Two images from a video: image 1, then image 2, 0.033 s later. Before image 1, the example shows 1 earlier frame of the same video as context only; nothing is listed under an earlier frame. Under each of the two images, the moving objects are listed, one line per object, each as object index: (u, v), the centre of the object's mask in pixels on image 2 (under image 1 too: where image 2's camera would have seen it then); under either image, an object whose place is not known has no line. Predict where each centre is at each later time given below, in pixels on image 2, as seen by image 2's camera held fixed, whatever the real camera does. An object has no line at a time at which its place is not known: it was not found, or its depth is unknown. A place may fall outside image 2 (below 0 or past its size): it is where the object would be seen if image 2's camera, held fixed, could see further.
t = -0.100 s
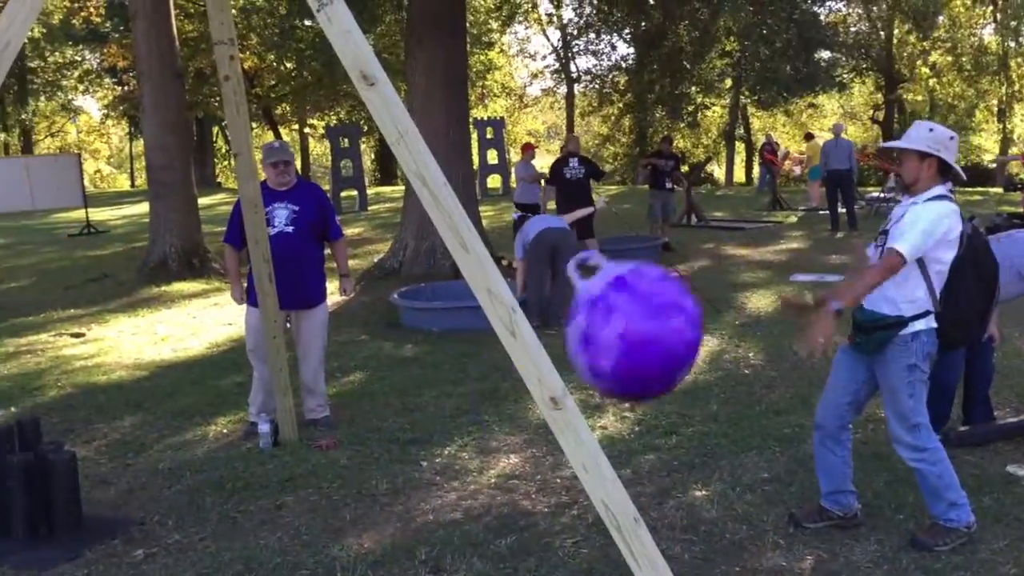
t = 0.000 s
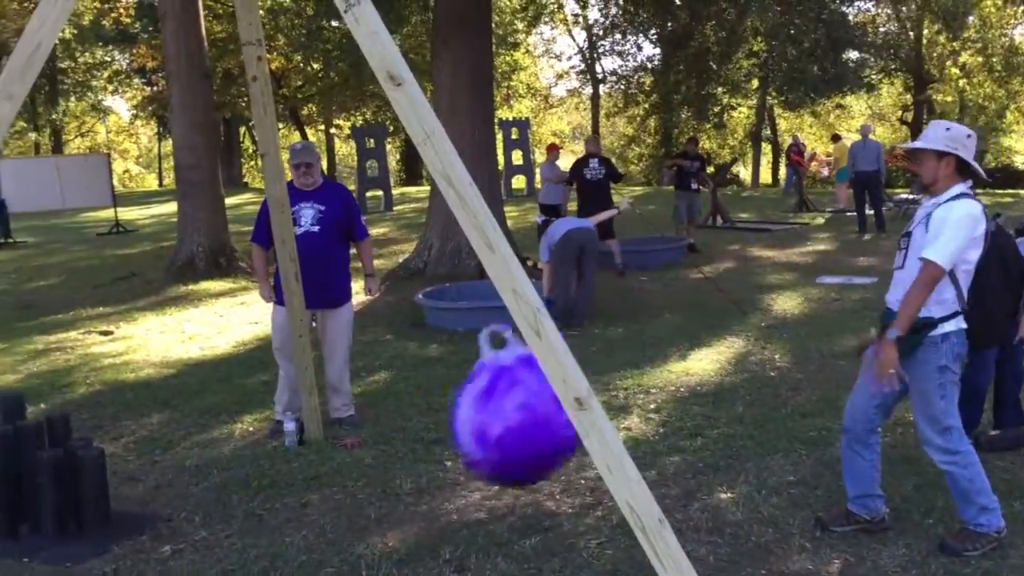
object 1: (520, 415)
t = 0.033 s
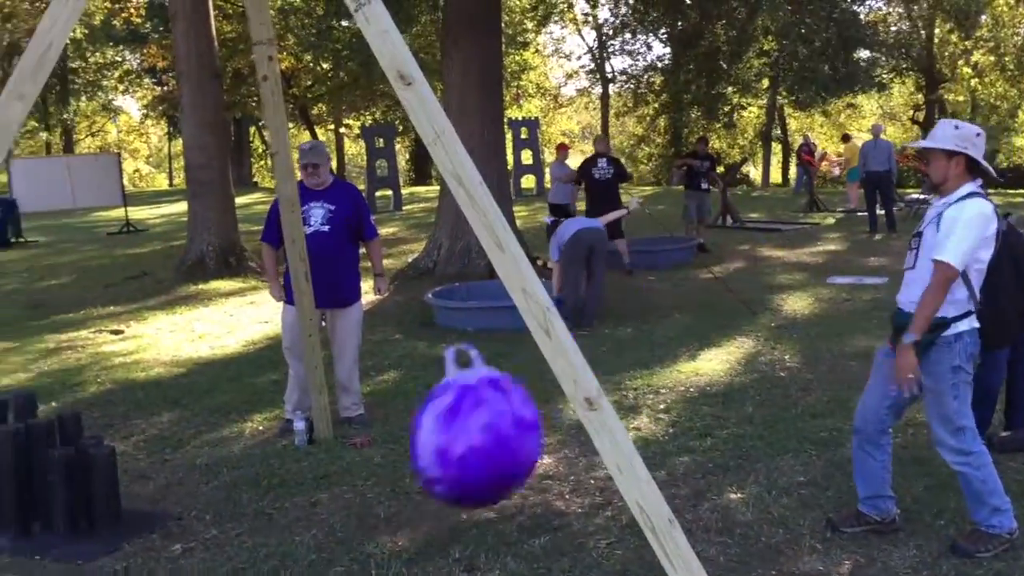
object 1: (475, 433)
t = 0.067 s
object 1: (423, 450)
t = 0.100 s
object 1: (369, 463)
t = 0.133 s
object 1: (315, 473)
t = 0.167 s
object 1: (260, 476)
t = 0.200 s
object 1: (206, 476)
